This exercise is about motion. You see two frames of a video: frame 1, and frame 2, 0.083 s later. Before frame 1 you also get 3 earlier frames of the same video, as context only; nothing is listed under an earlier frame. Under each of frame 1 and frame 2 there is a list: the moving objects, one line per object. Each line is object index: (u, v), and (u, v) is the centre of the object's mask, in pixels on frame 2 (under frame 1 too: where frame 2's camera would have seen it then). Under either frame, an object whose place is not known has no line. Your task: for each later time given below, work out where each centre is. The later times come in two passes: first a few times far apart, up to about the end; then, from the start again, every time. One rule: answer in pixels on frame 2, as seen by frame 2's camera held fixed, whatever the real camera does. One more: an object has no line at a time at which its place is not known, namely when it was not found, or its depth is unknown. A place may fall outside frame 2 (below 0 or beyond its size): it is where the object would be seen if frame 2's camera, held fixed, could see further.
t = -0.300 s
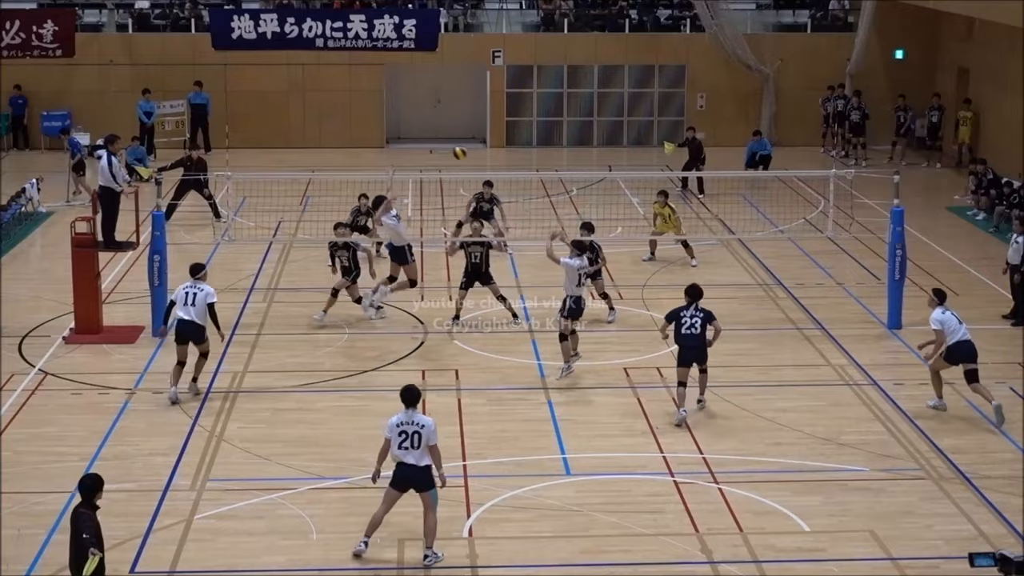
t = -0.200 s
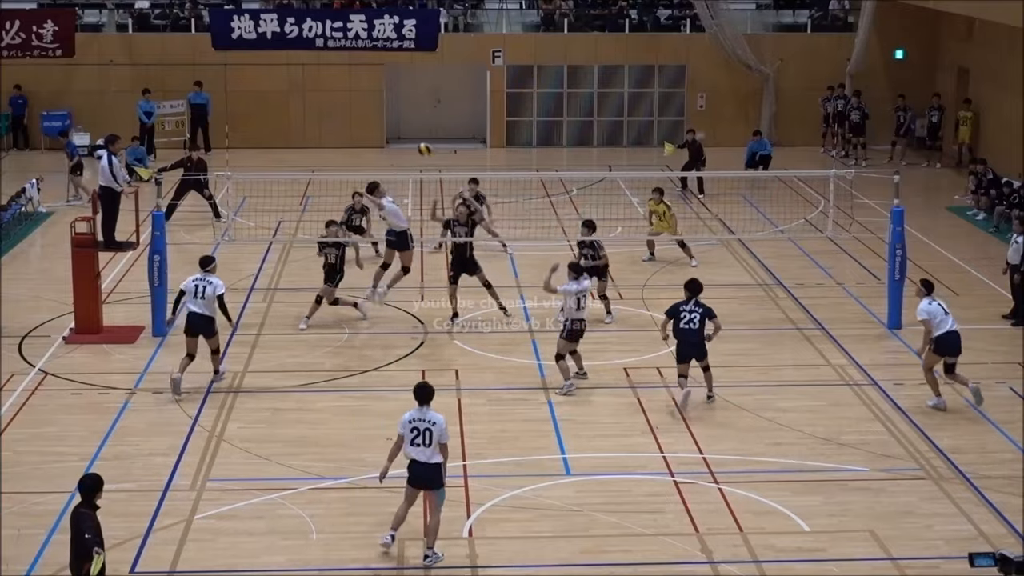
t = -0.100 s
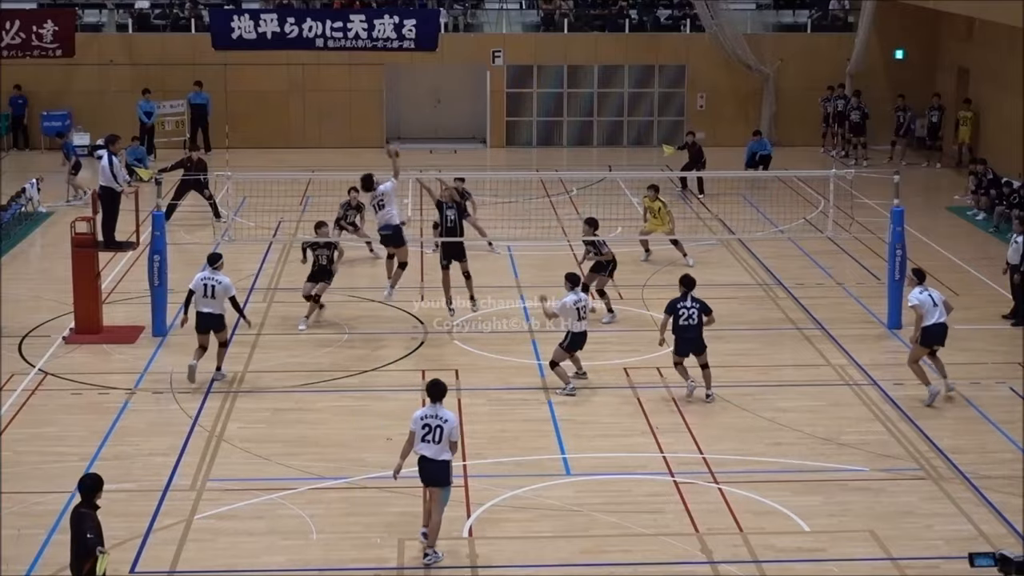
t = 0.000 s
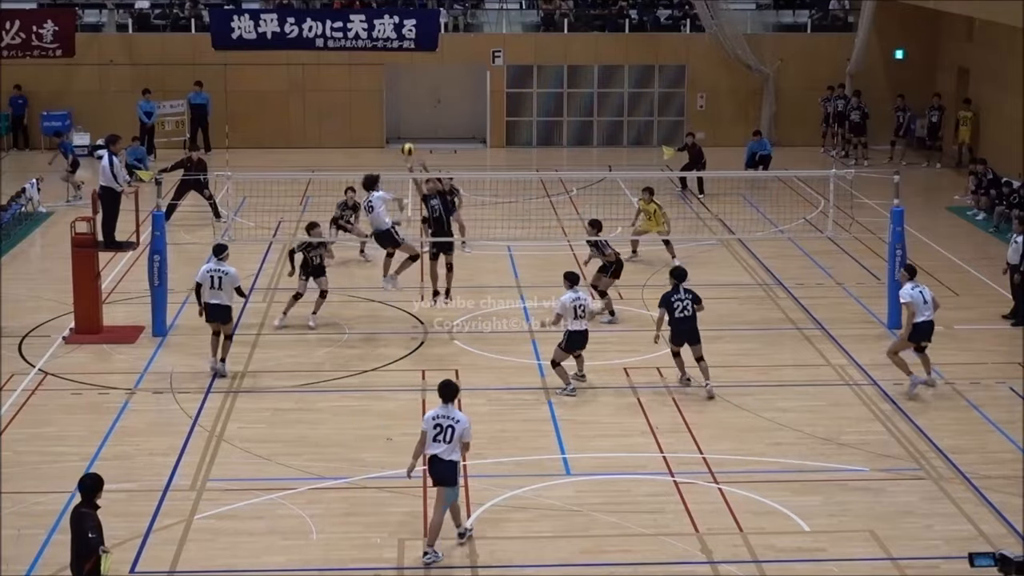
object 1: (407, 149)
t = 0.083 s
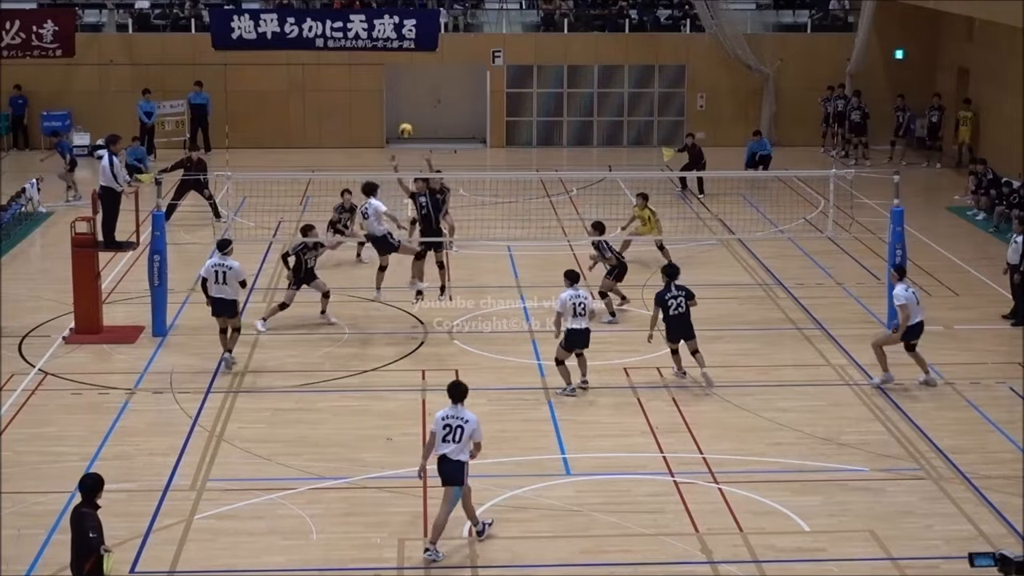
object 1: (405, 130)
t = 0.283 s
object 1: (402, 104)
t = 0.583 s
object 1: (399, 117)
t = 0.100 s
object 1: (405, 126)
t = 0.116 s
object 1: (405, 121)
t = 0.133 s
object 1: (404, 119)
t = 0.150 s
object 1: (404, 117)
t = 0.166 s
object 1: (403, 115)
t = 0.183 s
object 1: (403, 113)
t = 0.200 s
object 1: (403, 110)
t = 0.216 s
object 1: (403, 108)
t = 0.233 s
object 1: (403, 107)
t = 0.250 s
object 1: (402, 106)
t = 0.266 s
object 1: (402, 105)
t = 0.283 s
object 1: (402, 104)
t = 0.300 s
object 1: (401, 103)
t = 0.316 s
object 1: (401, 102)
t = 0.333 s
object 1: (401, 101)
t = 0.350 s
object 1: (401, 102)
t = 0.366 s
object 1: (401, 102)
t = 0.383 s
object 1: (401, 102)
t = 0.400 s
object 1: (400, 102)
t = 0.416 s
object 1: (400, 102)
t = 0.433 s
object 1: (400, 103)
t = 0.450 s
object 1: (400, 104)
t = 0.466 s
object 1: (399, 106)
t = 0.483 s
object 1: (399, 107)
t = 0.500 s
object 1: (399, 107)
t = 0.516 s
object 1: (399, 109)
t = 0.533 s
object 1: (399, 110)
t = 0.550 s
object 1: (398, 112)
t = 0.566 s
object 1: (398, 115)
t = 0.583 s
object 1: (399, 117)
